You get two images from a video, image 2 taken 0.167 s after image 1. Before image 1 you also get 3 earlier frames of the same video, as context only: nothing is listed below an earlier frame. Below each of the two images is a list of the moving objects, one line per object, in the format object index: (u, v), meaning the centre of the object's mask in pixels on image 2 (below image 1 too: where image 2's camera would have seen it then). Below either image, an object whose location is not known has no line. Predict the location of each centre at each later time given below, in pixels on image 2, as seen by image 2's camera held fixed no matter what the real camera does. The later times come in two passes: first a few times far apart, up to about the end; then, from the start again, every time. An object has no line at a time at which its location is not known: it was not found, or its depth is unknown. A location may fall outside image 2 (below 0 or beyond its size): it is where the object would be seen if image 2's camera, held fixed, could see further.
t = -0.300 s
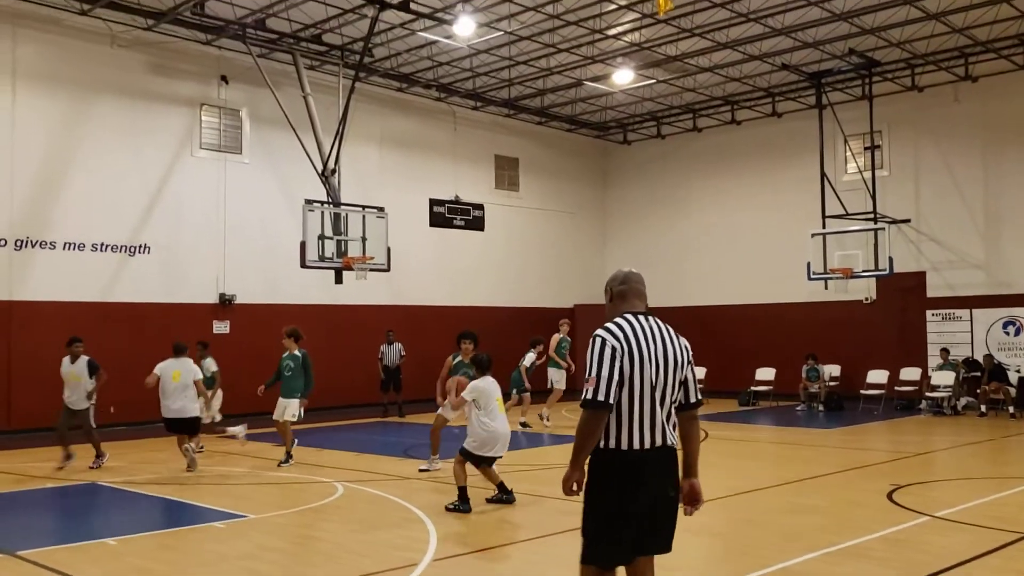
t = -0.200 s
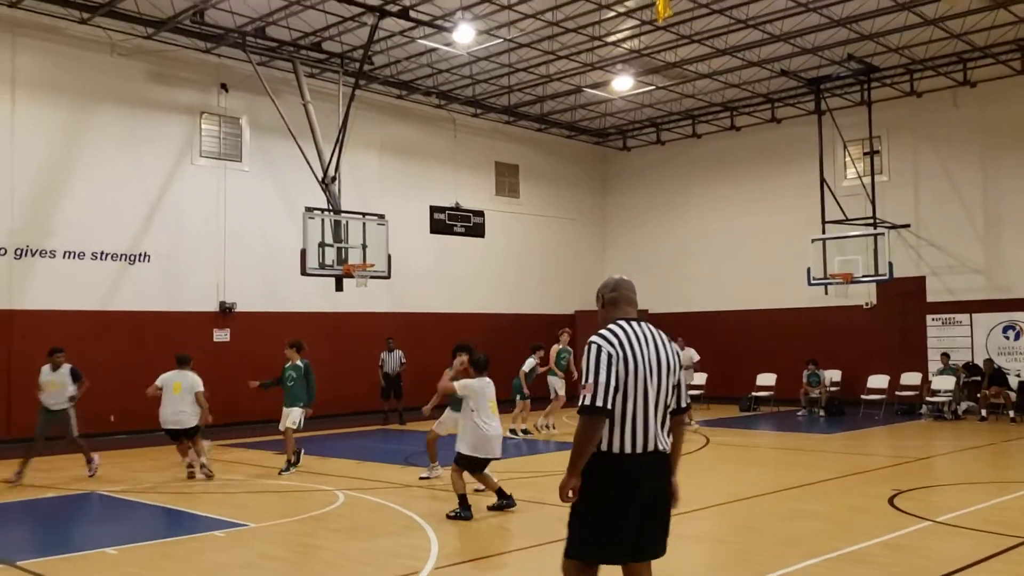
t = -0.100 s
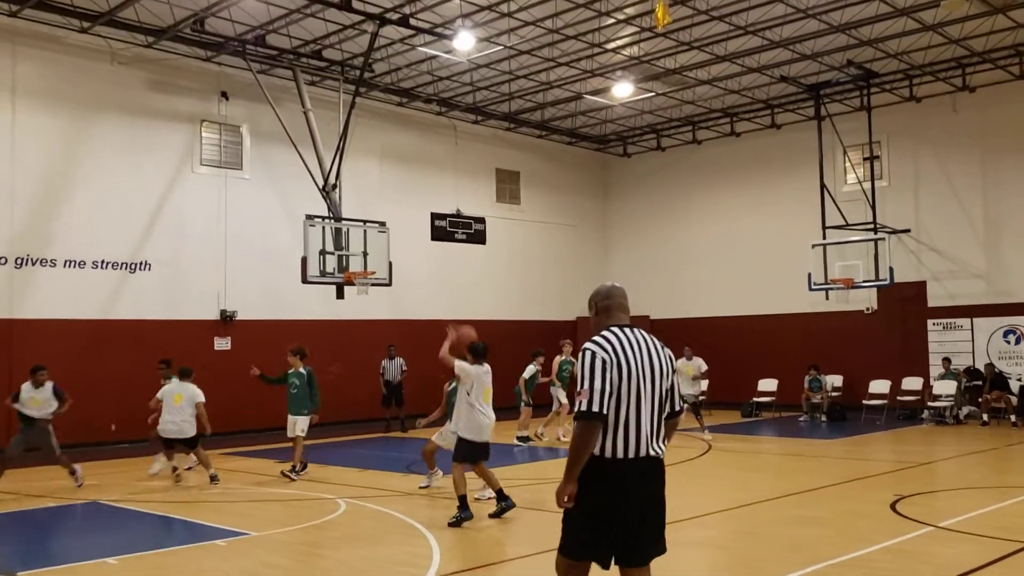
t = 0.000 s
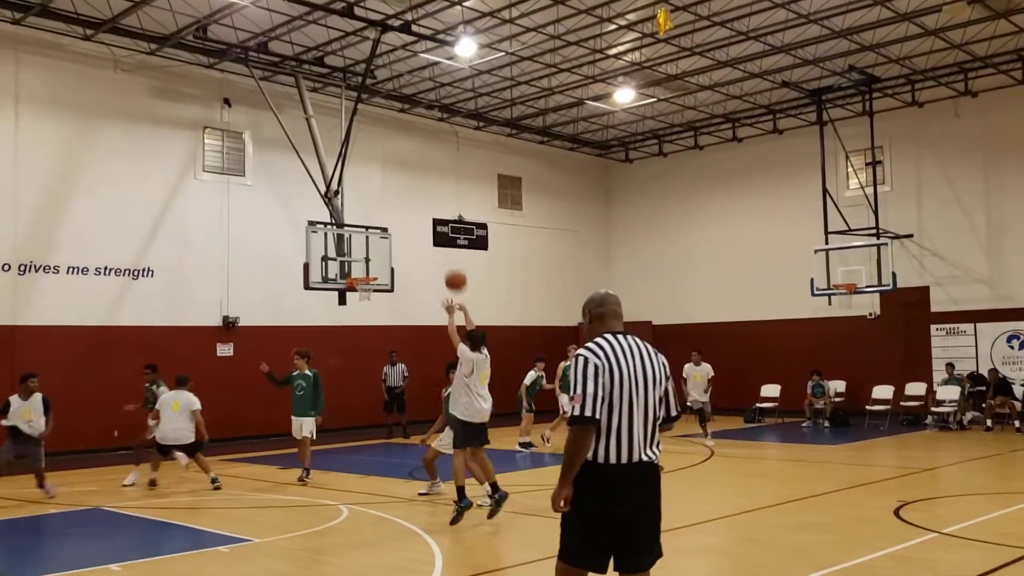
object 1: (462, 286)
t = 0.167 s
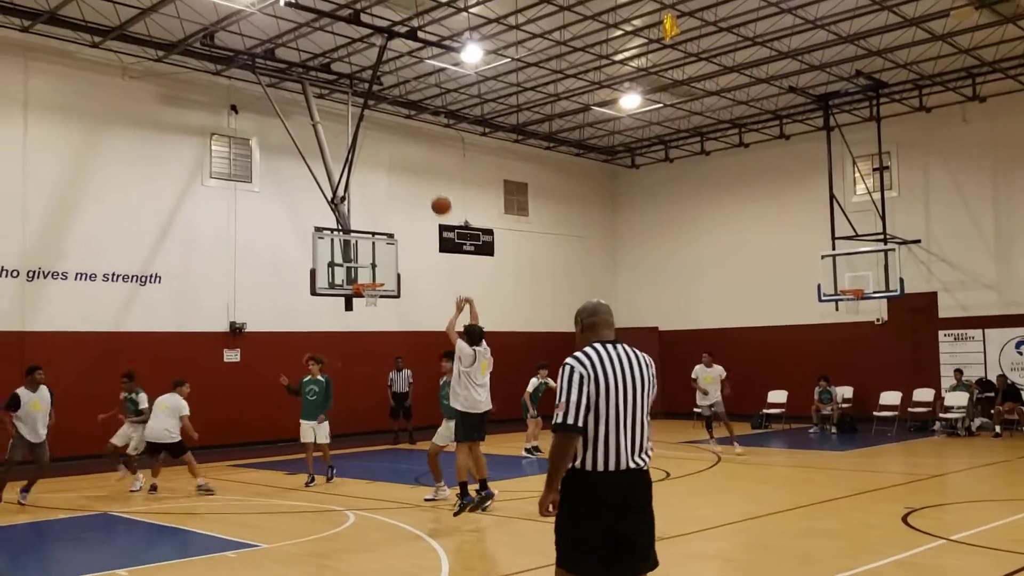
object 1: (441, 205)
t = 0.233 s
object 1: (433, 183)
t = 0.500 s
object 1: (409, 139)
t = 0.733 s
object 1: (394, 145)
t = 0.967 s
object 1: (381, 182)
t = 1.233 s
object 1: (370, 252)
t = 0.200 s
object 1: (437, 194)
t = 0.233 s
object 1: (433, 183)
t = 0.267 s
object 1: (430, 174)
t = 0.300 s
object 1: (427, 165)
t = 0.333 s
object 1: (424, 159)
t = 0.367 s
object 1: (421, 153)
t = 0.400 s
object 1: (418, 148)
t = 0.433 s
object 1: (415, 144)
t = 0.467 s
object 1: (412, 141)
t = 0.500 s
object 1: (409, 139)
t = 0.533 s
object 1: (407, 138)
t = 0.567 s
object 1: (405, 137)
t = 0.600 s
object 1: (402, 137)
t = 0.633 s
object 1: (400, 138)
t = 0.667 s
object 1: (398, 140)
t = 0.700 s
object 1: (396, 142)
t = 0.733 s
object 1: (394, 145)
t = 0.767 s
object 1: (392, 148)
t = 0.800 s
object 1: (390, 153)
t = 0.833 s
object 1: (388, 158)
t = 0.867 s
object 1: (387, 163)
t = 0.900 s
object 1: (385, 169)
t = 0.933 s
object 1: (383, 175)
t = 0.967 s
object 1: (381, 182)
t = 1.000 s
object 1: (380, 189)
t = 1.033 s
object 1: (378, 197)
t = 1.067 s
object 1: (377, 205)
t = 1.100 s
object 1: (375, 214)
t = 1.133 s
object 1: (374, 223)
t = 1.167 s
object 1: (373, 232)
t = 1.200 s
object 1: (371, 242)
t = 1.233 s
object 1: (370, 252)
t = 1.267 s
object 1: (369, 263)
